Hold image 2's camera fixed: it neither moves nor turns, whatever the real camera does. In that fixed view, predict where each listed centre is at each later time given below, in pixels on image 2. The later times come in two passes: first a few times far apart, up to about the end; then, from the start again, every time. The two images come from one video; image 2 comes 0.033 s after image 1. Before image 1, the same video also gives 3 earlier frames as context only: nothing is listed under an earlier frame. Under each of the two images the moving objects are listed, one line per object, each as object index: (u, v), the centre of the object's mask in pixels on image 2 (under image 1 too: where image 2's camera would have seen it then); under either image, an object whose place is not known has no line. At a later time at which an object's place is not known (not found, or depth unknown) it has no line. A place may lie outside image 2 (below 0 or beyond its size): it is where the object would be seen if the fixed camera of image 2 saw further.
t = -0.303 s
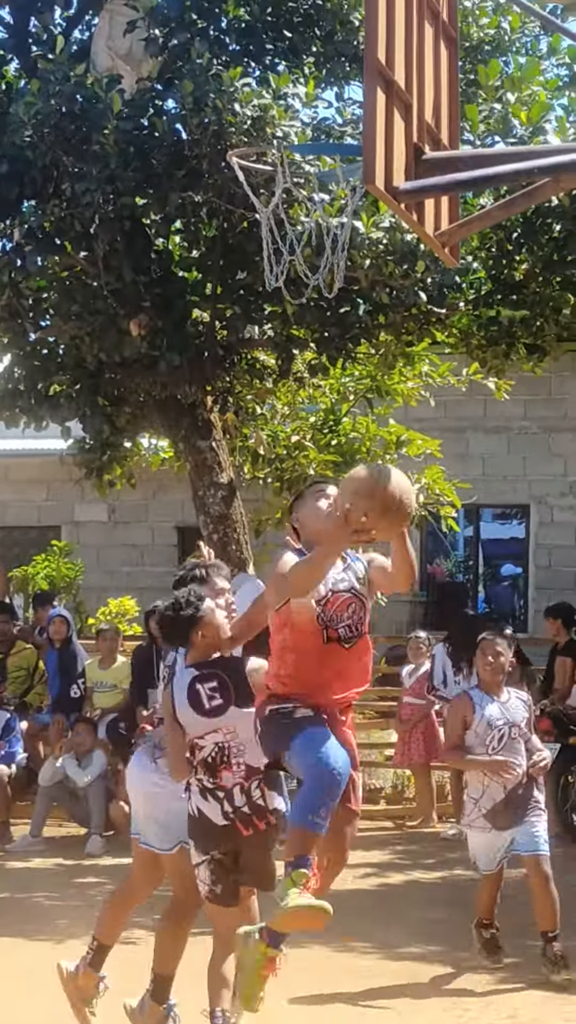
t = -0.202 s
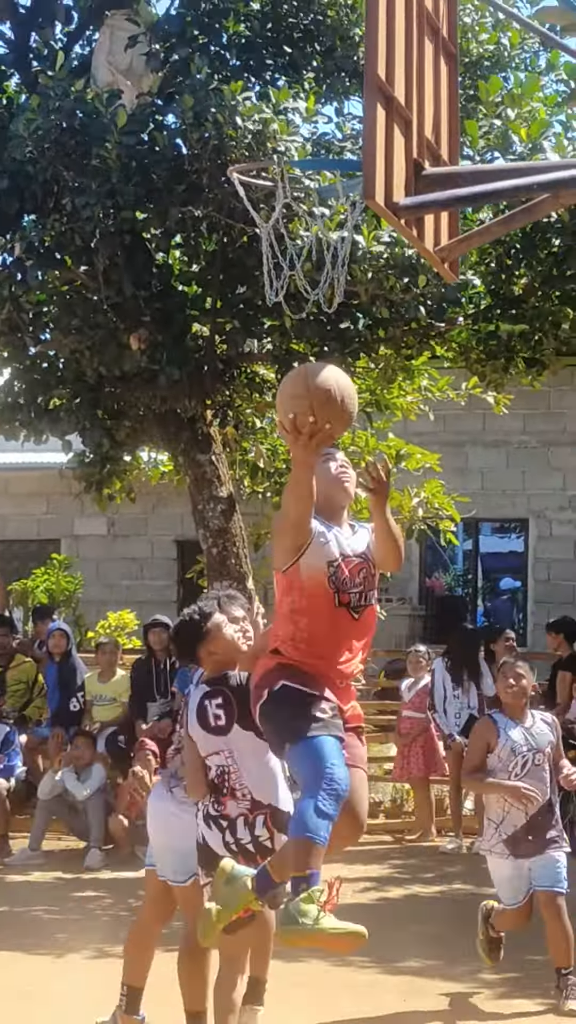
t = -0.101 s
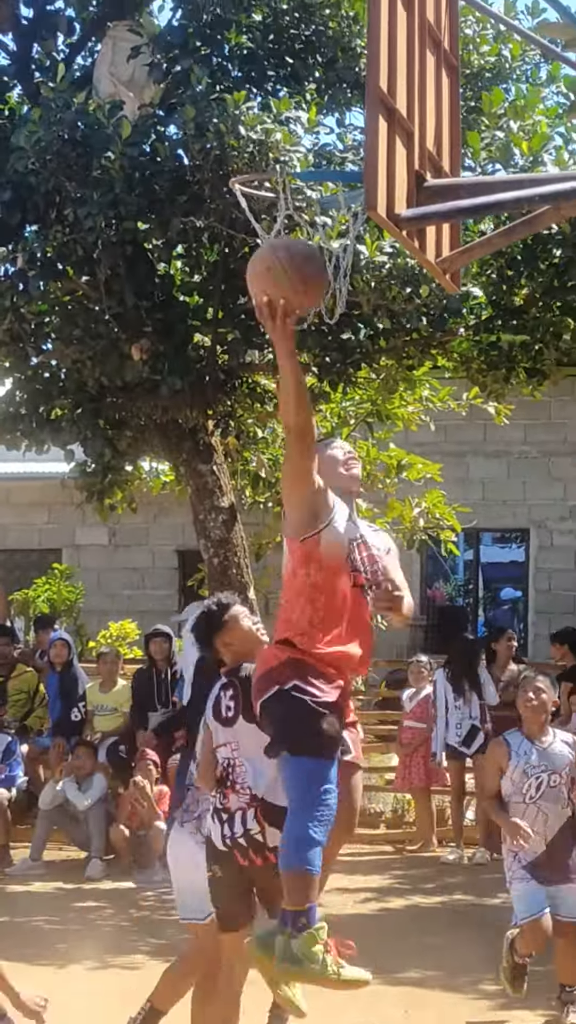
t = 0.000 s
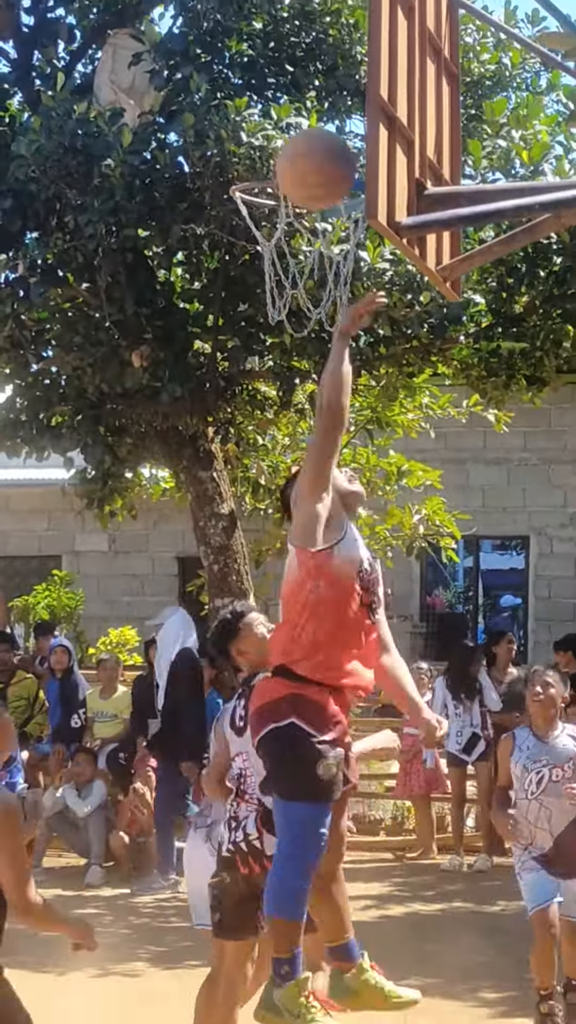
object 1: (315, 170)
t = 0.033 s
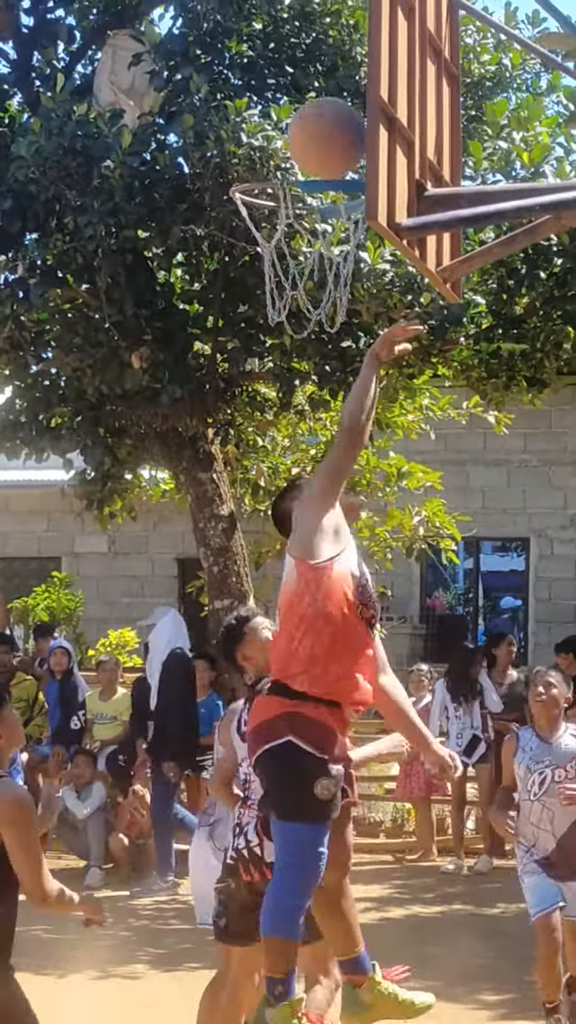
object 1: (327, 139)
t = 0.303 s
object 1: (334, 79)
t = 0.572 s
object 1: (302, 261)
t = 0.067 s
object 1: (334, 111)
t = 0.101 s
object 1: (341, 88)
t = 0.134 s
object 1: (346, 71)
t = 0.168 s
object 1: (344, 66)
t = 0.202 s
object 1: (342, 63)
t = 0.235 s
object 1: (339, 65)
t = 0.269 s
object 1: (337, 69)
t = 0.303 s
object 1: (334, 79)
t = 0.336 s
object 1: (332, 90)
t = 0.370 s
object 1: (328, 105)
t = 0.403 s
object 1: (323, 124)
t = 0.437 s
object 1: (318, 145)
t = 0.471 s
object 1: (313, 169)
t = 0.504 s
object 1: (307, 203)
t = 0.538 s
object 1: (307, 232)
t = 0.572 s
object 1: (302, 261)
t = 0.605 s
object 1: (298, 284)
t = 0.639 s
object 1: (295, 303)
